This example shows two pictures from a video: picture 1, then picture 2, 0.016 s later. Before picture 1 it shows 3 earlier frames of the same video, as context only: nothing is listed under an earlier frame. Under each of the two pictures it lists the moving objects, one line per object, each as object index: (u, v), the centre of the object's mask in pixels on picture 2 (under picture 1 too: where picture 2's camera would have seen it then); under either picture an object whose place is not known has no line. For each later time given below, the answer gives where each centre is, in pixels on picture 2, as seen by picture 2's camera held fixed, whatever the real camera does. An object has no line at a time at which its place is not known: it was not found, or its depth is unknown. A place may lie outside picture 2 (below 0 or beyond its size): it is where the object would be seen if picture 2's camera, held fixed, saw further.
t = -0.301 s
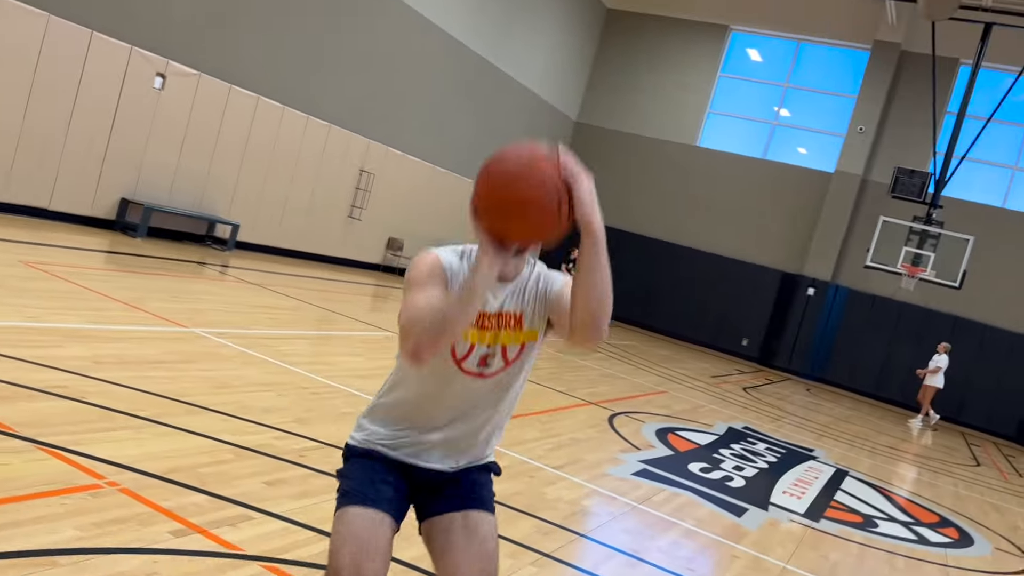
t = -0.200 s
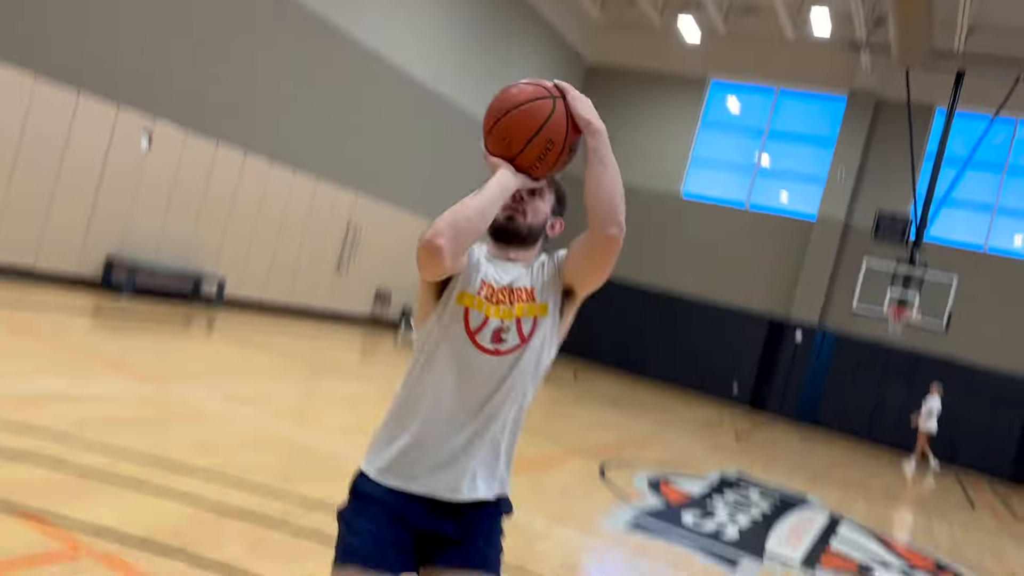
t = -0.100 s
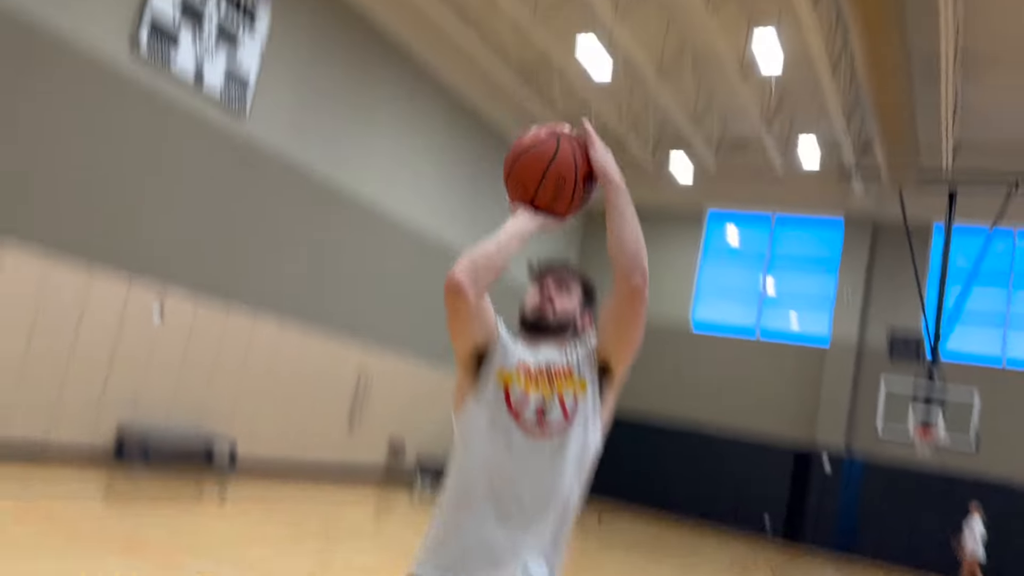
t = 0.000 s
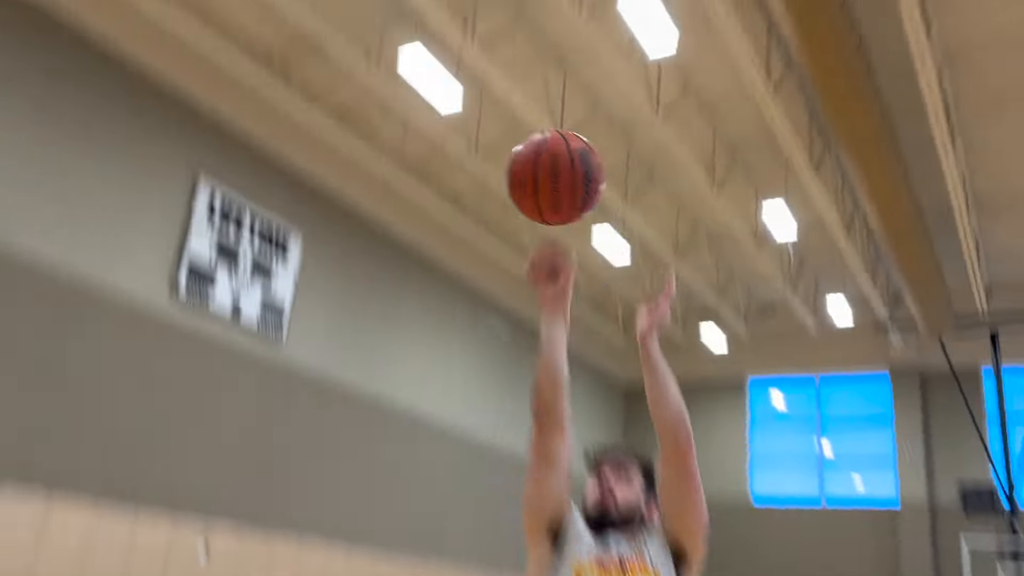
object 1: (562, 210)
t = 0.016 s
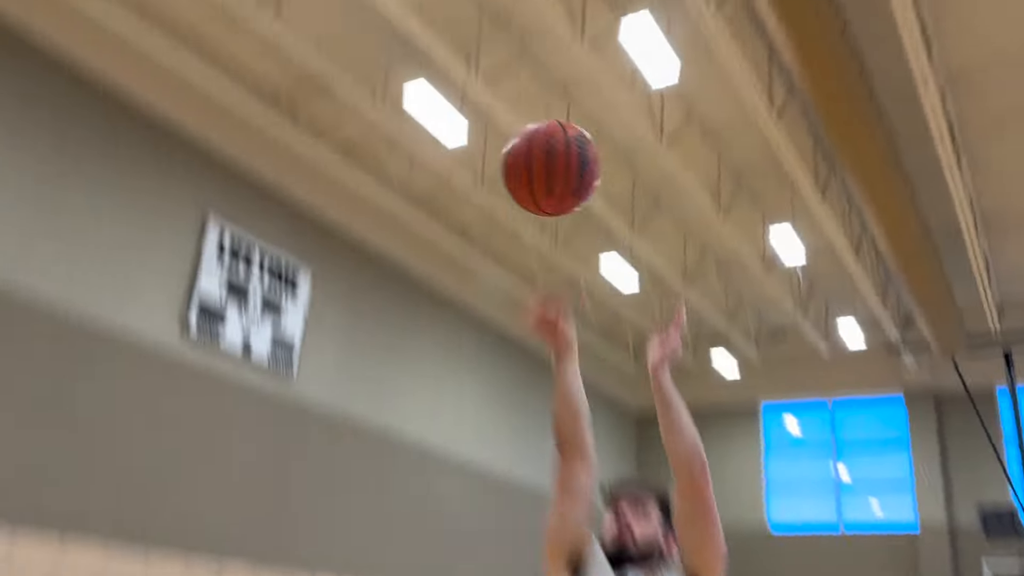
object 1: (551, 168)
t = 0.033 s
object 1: (539, 129)
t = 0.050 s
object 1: (527, 87)
